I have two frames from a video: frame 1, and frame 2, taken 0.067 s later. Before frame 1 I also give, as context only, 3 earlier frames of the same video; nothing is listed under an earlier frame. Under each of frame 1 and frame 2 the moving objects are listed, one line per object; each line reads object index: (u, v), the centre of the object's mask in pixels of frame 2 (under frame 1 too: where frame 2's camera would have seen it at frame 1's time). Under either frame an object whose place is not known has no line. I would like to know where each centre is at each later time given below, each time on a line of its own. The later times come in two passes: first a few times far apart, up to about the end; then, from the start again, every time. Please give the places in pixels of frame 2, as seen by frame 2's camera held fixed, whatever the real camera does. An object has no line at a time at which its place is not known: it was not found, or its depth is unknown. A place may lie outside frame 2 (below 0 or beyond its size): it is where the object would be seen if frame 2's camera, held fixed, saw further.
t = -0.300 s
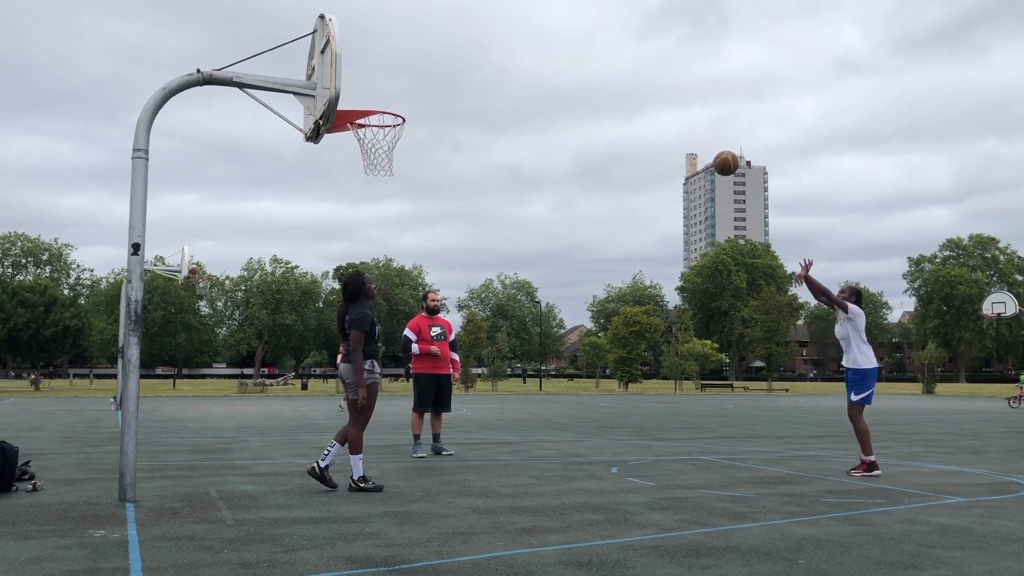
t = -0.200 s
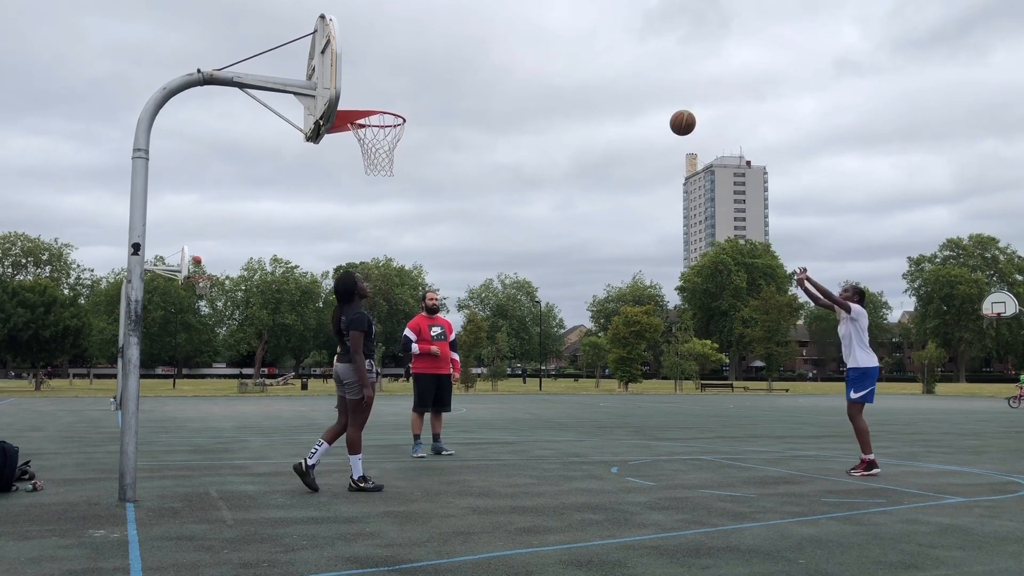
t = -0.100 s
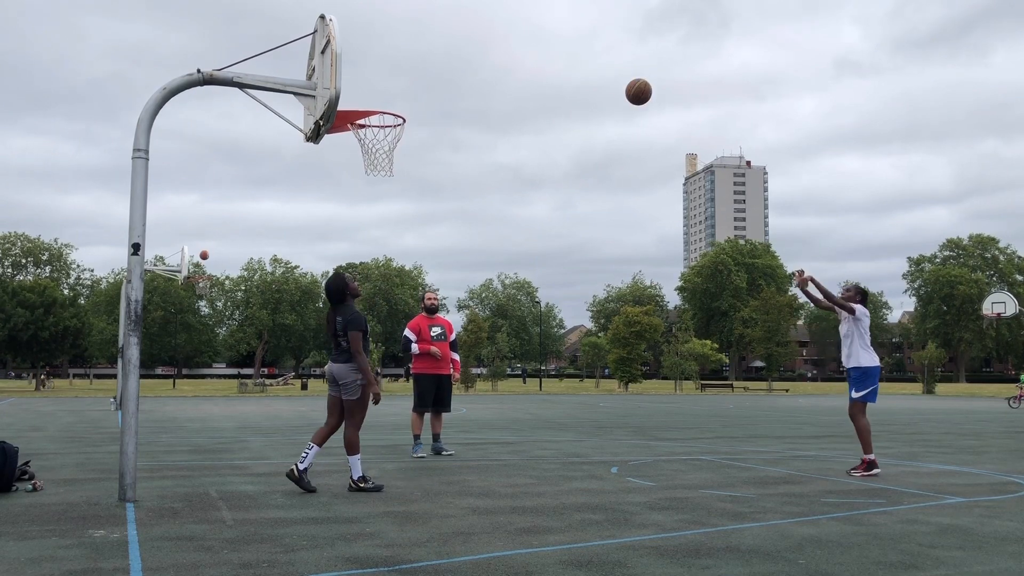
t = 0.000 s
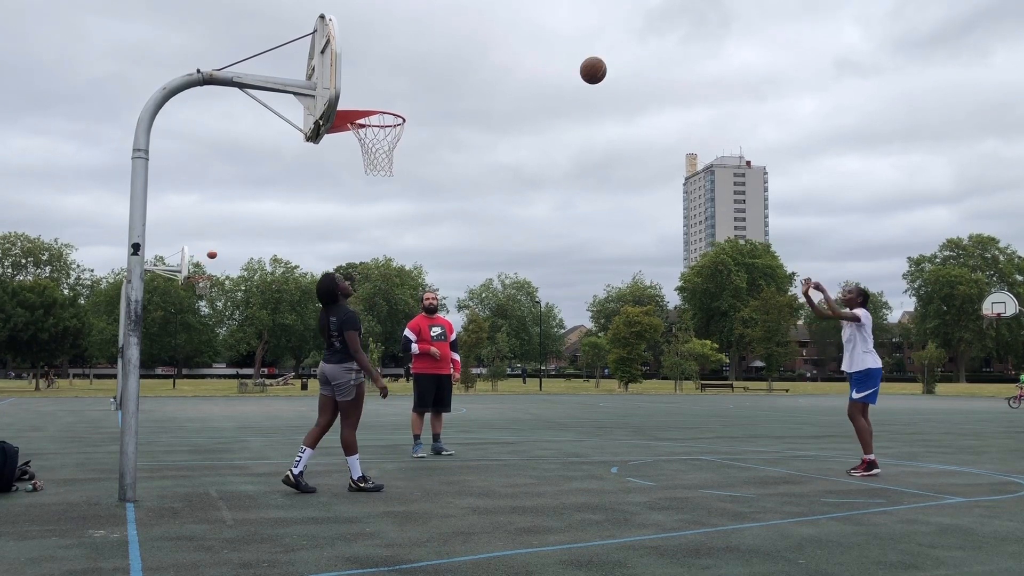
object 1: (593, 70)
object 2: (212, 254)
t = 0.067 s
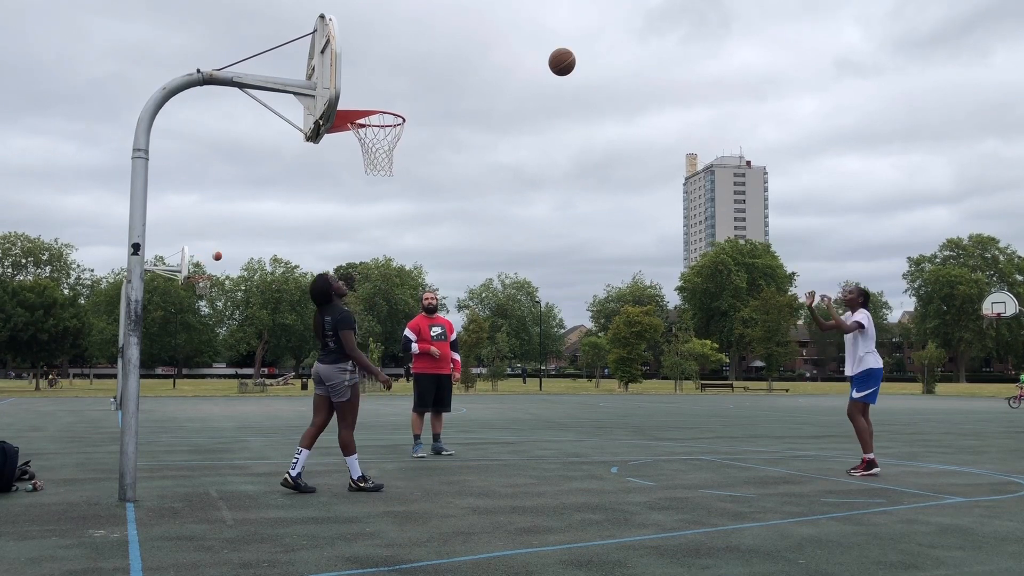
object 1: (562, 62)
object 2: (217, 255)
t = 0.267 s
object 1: (464, 67)
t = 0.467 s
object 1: (366, 126)
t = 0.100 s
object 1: (546, 59)
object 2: (219, 257)
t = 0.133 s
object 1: (530, 58)
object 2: (222, 259)
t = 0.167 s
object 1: (514, 58)
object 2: (224, 262)
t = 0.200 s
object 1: (497, 60)
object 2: (227, 264)
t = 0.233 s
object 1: (481, 63)
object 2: (229, 268)
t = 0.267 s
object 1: (464, 67)
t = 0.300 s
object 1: (447, 72)
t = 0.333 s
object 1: (429, 79)
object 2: (236, 281)
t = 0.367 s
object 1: (412, 88)
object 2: (238, 285)
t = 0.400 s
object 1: (394, 97)
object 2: (242, 291)
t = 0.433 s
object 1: (377, 108)
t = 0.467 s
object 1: (366, 126)
